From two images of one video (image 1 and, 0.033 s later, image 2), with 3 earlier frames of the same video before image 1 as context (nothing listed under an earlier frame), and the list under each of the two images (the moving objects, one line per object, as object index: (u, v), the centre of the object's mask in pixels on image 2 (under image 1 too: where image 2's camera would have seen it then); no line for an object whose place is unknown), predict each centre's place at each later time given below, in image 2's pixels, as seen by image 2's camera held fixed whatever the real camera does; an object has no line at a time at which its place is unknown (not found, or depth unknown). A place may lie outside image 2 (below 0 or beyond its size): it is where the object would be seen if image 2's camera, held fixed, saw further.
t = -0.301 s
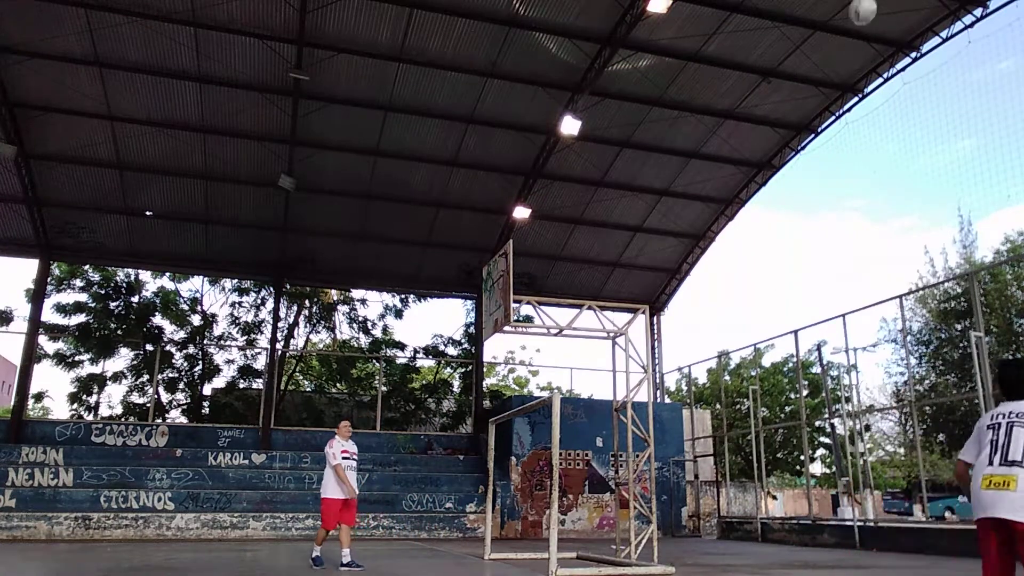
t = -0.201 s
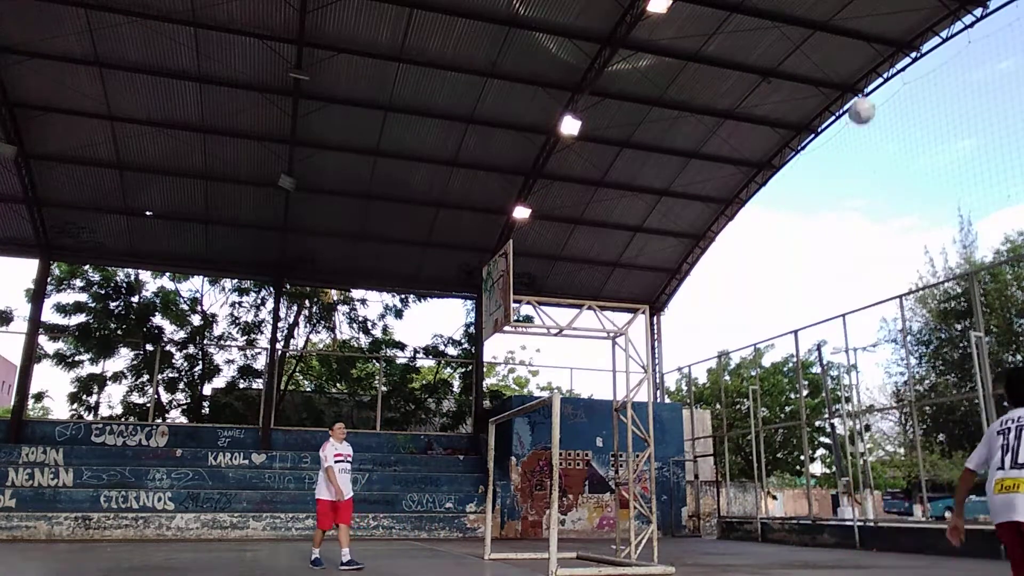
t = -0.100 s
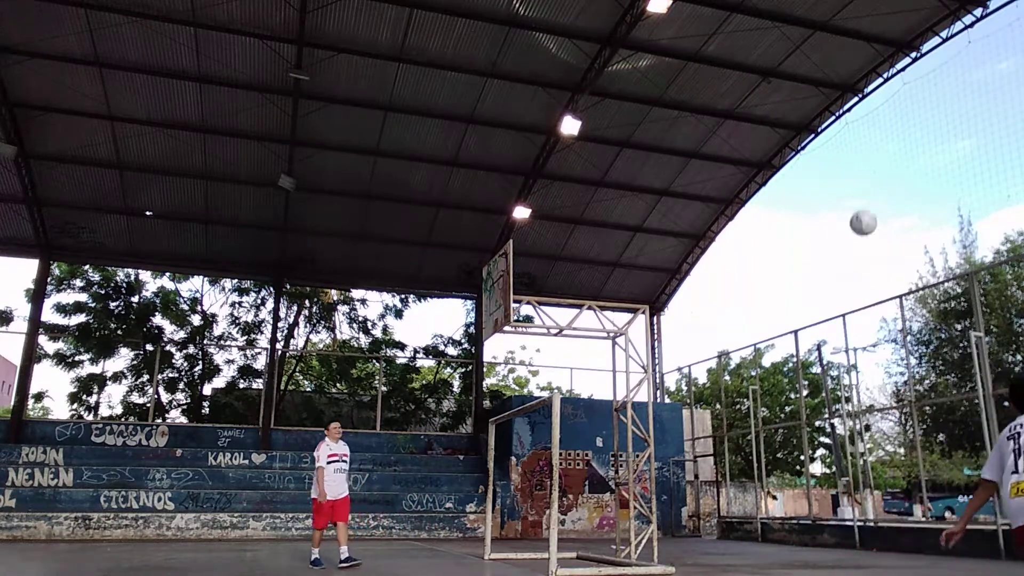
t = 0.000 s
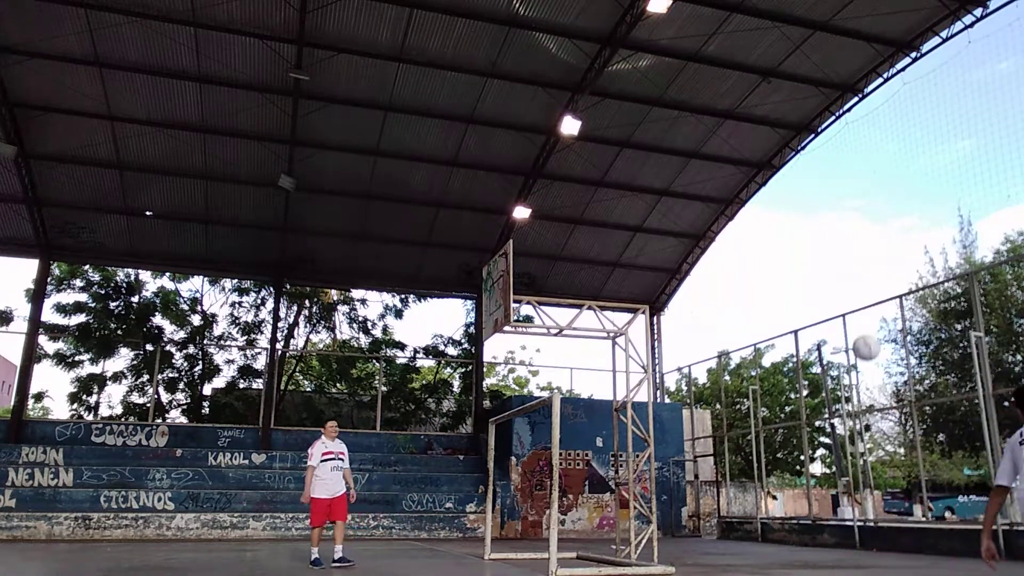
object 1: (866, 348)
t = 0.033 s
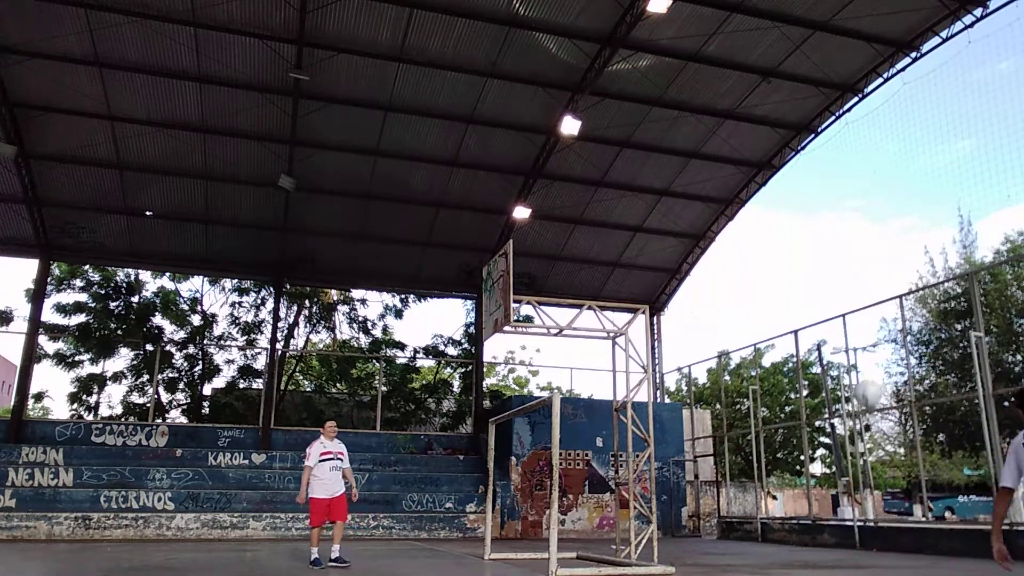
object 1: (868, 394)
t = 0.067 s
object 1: (868, 440)
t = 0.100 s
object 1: (869, 490)
